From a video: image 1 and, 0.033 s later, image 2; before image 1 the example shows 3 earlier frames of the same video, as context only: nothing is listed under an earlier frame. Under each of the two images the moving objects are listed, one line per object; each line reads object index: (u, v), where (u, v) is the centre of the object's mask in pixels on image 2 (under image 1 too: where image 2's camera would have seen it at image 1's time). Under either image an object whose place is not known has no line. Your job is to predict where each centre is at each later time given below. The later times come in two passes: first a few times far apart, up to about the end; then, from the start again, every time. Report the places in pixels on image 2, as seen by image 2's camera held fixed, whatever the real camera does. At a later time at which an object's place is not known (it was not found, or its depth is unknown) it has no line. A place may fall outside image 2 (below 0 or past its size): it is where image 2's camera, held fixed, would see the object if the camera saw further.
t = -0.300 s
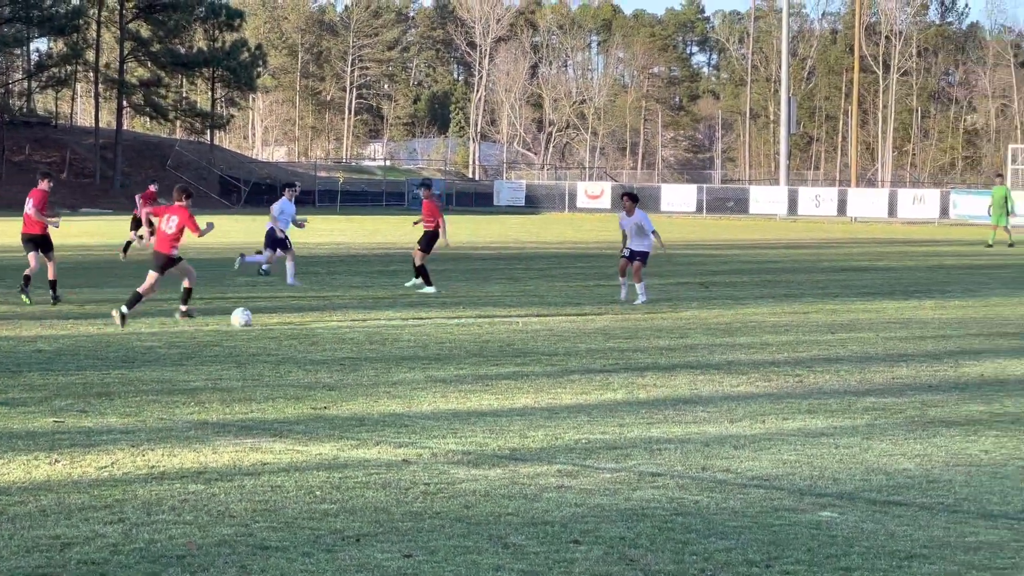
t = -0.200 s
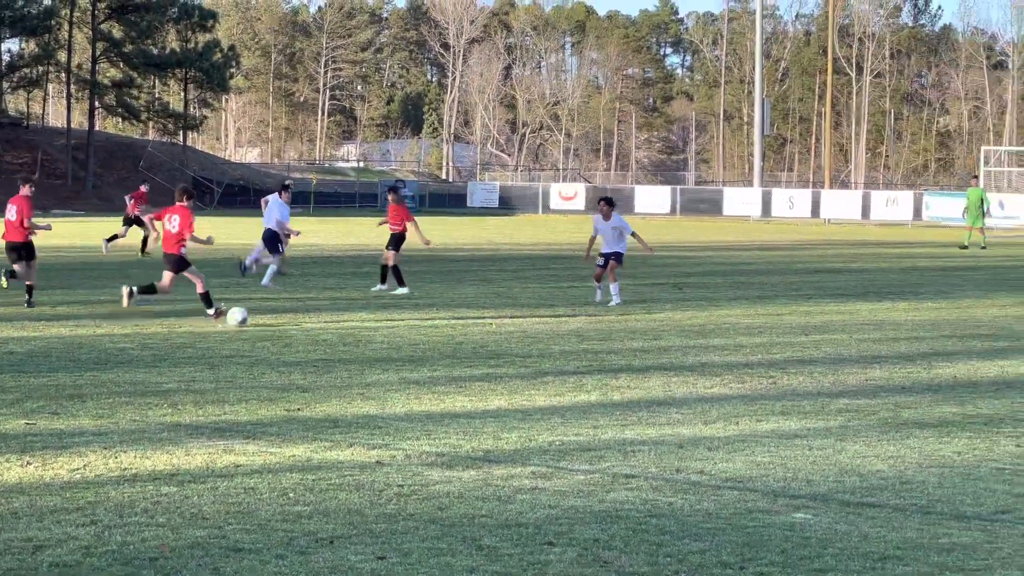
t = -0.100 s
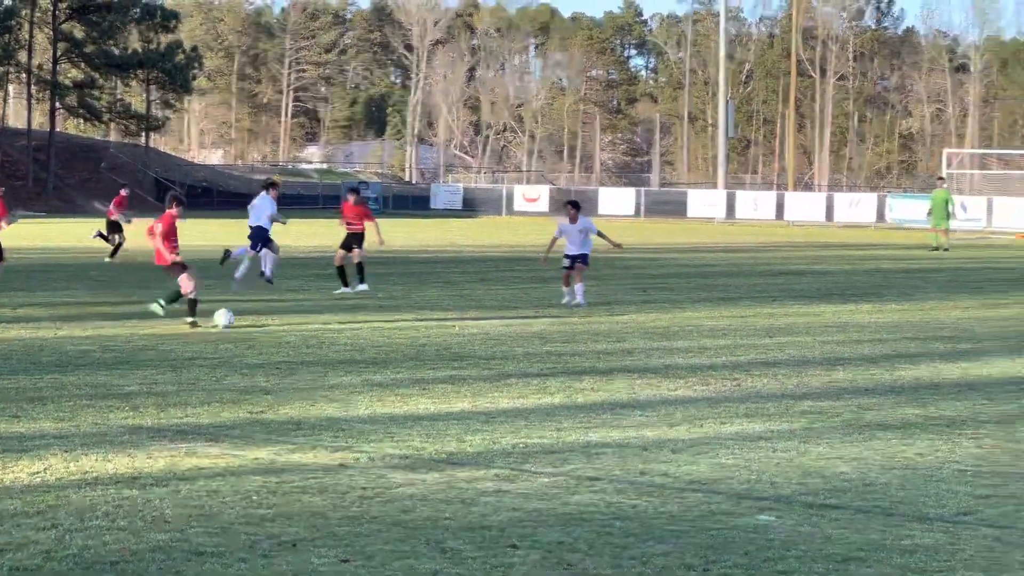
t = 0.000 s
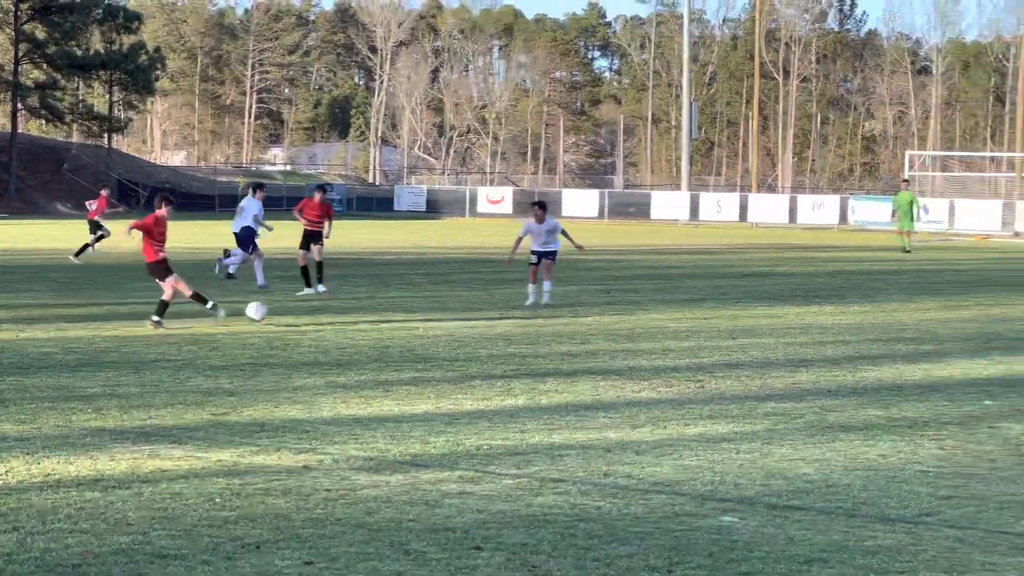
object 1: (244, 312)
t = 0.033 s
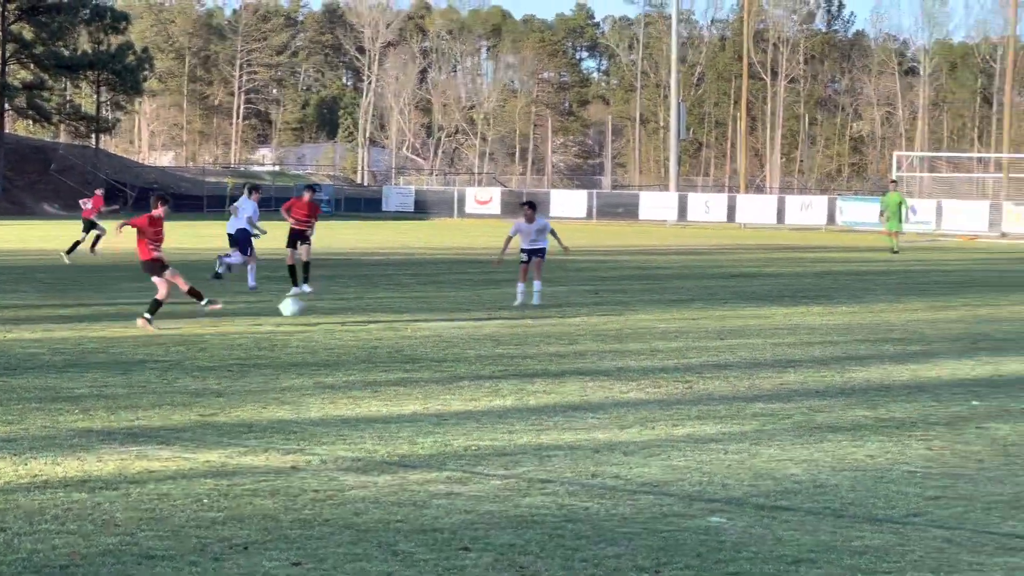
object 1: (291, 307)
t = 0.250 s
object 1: (558, 298)
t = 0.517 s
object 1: (793, 306)
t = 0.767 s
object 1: (956, 306)
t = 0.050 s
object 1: (311, 304)
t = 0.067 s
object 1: (335, 301)
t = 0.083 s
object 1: (357, 299)
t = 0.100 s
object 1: (379, 298)
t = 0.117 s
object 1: (399, 296)
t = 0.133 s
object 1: (421, 295)
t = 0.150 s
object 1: (442, 294)
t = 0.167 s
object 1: (462, 295)
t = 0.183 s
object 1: (482, 295)
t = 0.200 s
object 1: (501, 295)
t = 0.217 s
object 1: (518, 298)
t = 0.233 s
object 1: (540, 297)
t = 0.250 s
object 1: (558, 298)
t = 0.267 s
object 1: (576, 299)
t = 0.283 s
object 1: (594, 301)
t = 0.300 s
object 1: (612, 303)
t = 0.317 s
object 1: (628, 304)
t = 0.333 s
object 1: (647, 309)
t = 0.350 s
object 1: (663, 311)
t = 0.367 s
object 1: (678, 312)
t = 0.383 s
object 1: (692, 311)
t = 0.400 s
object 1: (705, 309)
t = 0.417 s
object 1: (716, 307)
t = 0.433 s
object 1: (729, 306)
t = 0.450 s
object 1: (742, 305)
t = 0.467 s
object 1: (755, 305)
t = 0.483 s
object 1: (768, 305)
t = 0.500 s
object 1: (781, 306)
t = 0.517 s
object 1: (793, 306)
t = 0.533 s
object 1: (806, 307)
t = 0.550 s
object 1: (817, 308)
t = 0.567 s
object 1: (830, 309)
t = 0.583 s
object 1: (842, 310)
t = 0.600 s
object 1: (853, 309)
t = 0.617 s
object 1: (863, 308)
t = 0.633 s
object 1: (873, 308)
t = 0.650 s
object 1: (884, 307)
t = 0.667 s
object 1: (896, 306)
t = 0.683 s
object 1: (906, 305)
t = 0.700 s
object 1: (916, 306)
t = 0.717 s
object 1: (927, 306)
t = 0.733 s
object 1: (938, 307)
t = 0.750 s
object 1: (947, 307)
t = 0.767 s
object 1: (956, 306)
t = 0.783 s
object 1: (966, 306)
